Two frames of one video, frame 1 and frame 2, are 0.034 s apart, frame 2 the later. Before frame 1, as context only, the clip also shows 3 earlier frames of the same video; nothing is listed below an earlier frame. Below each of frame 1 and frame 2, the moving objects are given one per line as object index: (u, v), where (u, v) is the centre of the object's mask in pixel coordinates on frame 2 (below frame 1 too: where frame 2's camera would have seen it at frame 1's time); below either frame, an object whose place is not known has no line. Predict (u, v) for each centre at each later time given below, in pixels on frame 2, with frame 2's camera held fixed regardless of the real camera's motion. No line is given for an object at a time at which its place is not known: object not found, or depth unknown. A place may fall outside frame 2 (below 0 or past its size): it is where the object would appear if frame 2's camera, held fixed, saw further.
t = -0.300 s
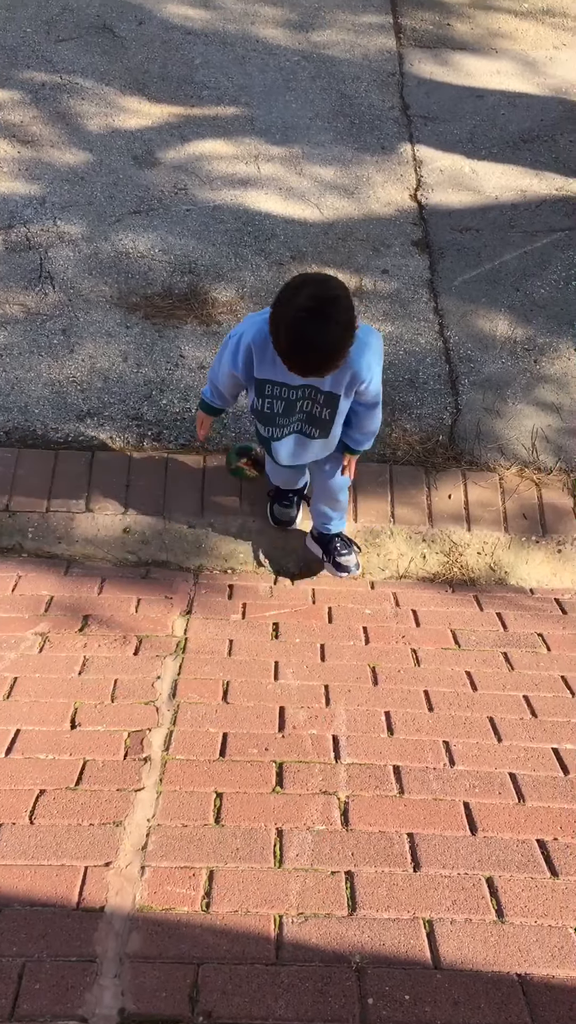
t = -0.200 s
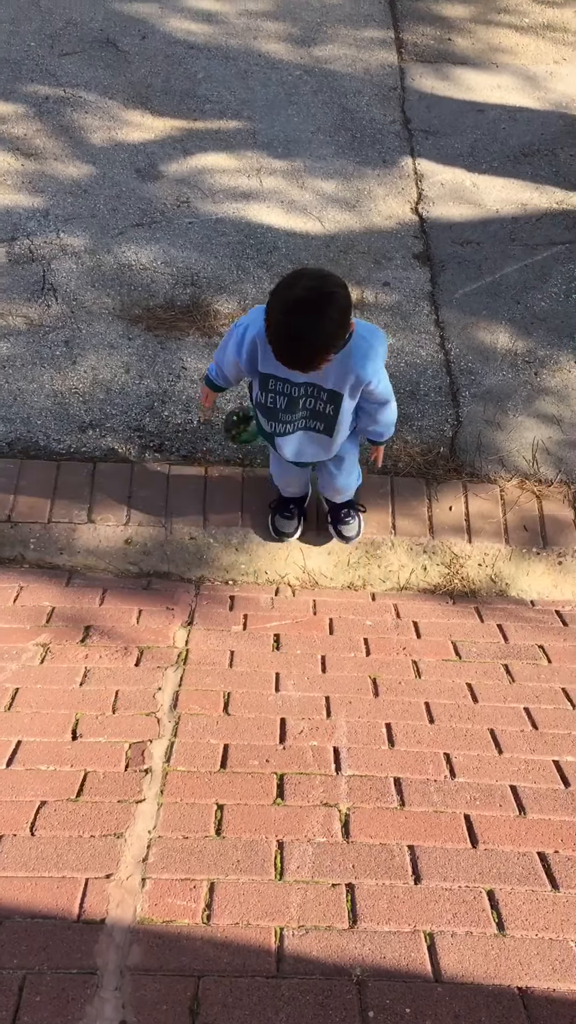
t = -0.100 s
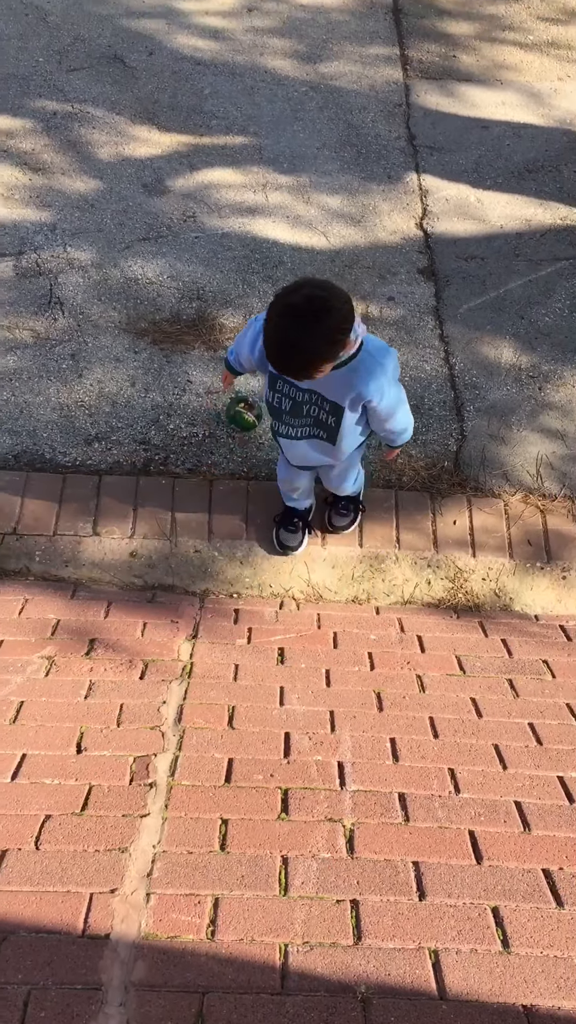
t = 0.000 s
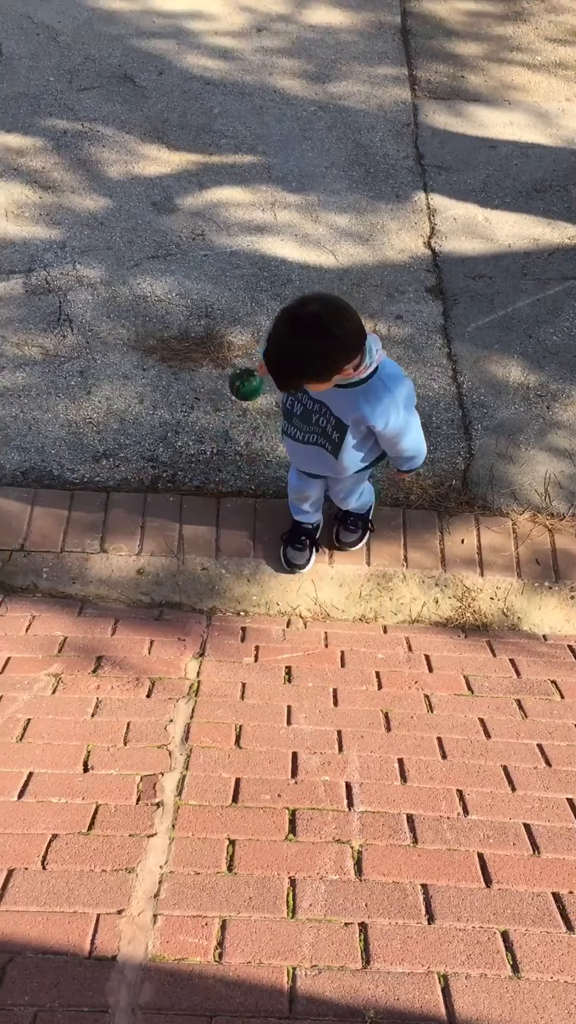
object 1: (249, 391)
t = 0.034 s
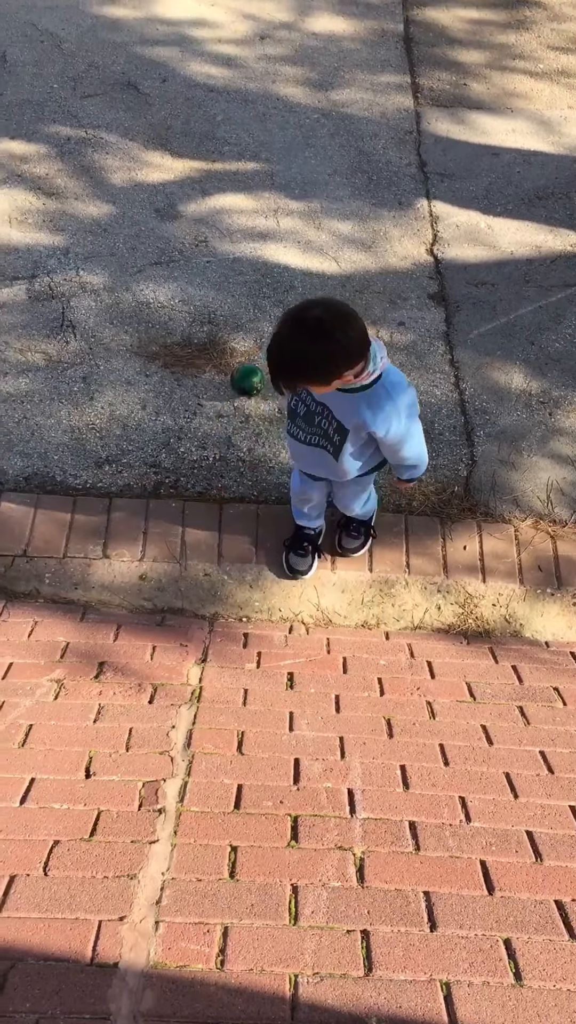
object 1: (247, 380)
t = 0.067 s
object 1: (245, 375)
